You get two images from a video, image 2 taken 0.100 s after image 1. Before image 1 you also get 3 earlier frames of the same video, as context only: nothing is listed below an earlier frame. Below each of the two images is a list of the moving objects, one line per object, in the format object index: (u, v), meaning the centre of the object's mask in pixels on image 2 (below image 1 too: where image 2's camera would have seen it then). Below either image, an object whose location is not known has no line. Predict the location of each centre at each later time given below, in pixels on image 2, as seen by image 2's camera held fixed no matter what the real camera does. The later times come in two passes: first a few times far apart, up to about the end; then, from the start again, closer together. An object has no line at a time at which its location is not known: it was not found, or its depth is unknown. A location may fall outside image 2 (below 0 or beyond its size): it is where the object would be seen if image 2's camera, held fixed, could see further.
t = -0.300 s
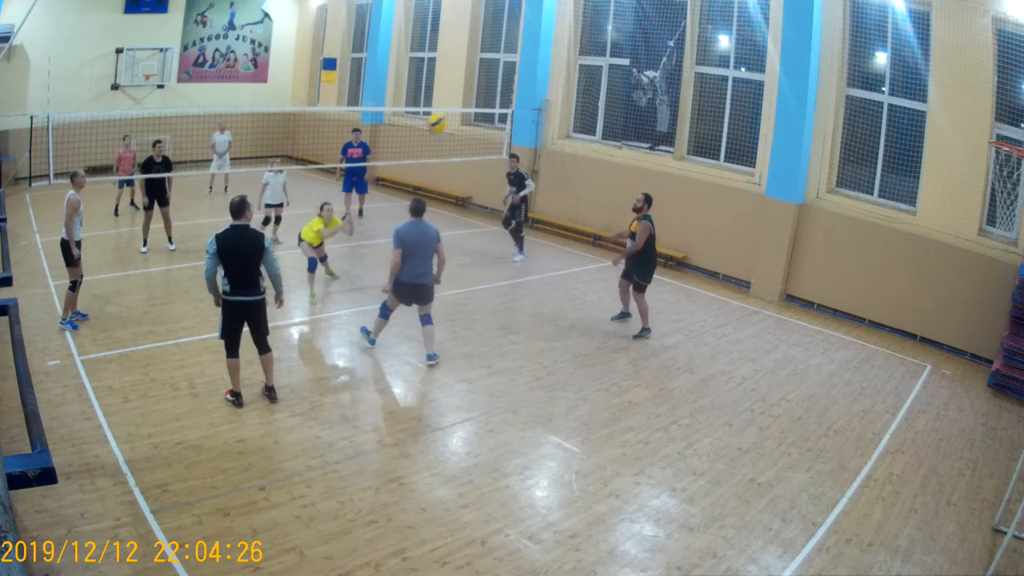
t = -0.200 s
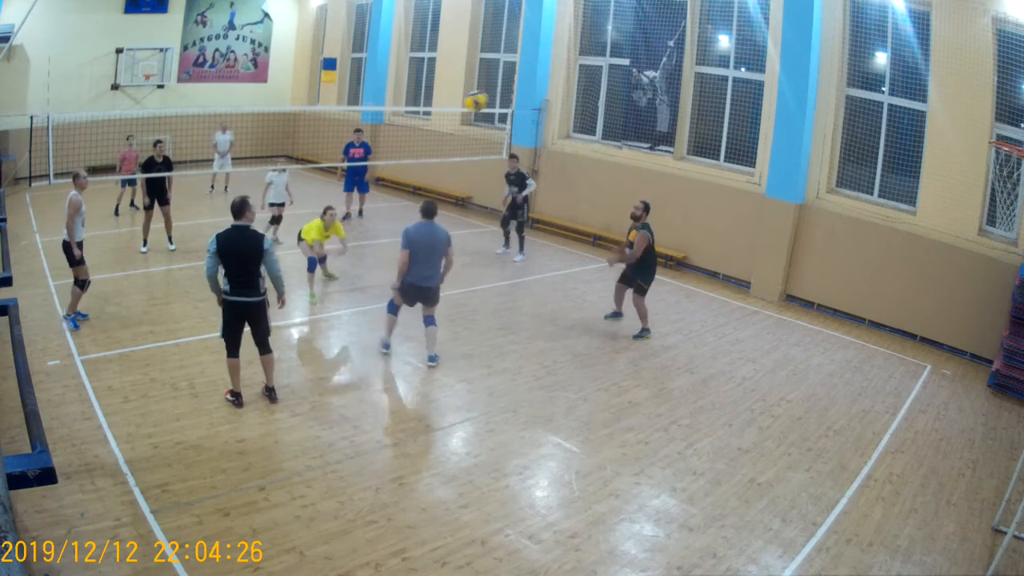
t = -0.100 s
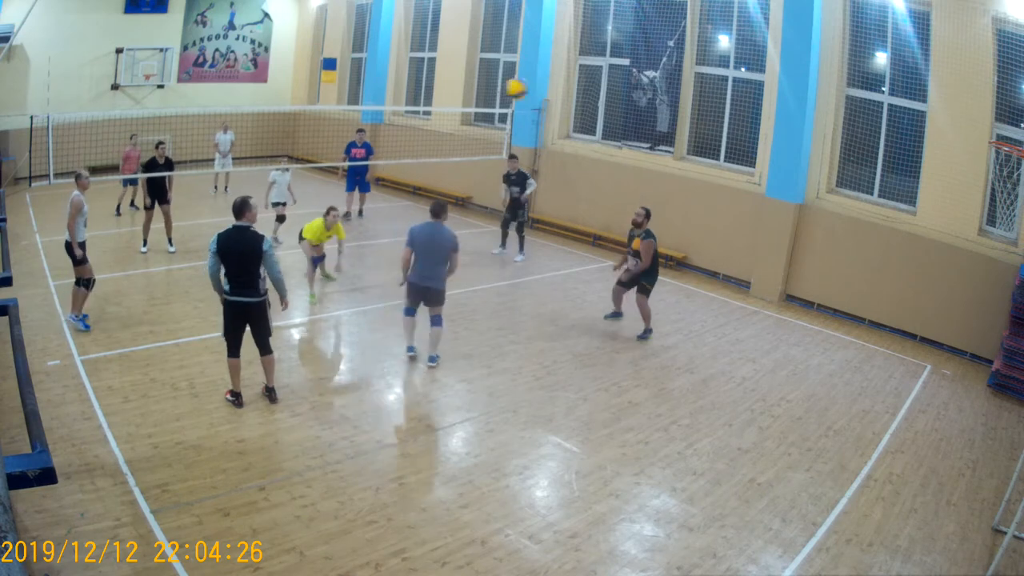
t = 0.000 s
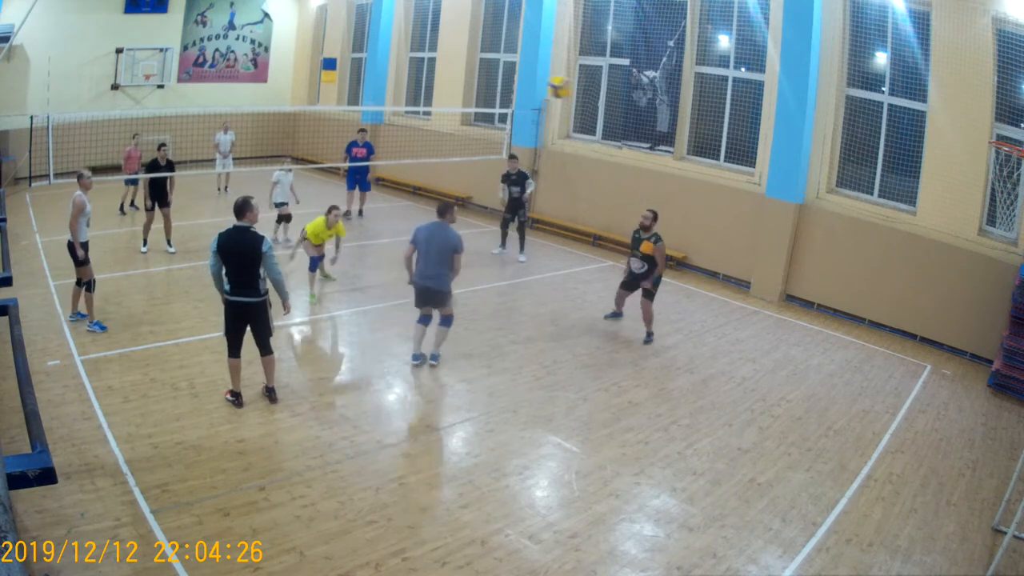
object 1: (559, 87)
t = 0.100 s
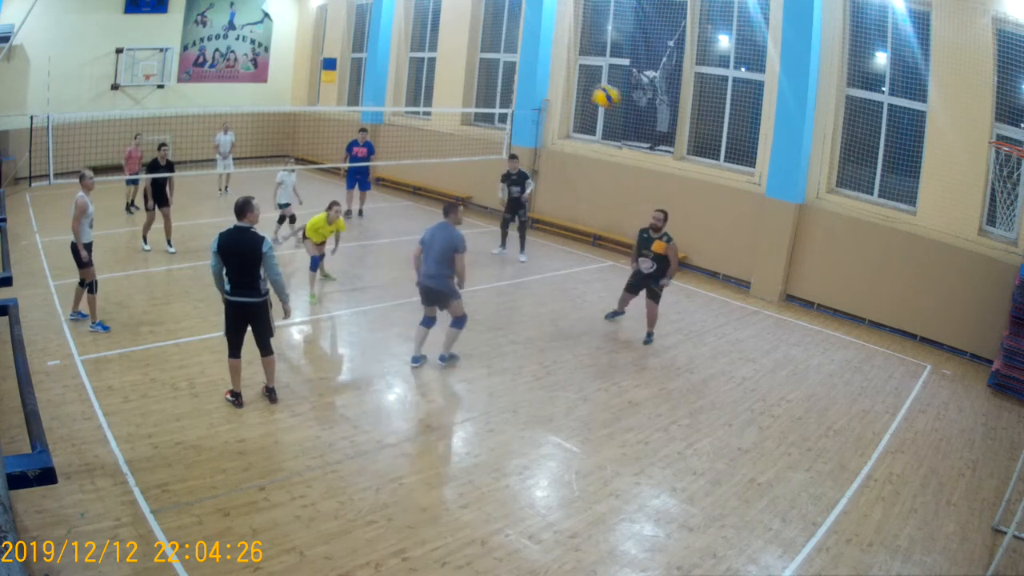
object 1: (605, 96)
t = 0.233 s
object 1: (667, 128)
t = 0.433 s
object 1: (763, 228)
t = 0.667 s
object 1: (847, 417)
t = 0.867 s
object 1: (912, 463)
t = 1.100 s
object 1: (1008, 398)
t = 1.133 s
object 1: (1016, 394)
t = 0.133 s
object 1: (620, 101)
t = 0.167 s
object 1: (636, 108)
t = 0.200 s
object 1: (653, 117)
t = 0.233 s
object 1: (667, 128)
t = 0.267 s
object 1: (686, 142)
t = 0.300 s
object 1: (699, 153)
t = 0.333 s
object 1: (716, 170)
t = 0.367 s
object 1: (733, 190)
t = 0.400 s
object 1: (747, 206)
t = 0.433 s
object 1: (763, 228)
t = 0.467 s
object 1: (777, 248)
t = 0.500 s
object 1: (794, 280)
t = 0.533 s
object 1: (805, 300)
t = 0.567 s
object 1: (817, 329)
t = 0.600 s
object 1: (828, 355)
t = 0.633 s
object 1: (840, 389)
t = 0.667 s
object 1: (847, 417)
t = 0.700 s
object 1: (854, 446)
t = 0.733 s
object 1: (861, 474)
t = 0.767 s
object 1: (867, 503)
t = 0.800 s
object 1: (882, 488)
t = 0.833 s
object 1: (899, 475)
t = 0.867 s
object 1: (912, 463)
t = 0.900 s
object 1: (928, 449)
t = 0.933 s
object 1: (941, 439)
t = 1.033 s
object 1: (983, 411)
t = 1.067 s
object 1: (996, 404)
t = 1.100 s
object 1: (1008, 398)
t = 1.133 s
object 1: (1016, 394)
